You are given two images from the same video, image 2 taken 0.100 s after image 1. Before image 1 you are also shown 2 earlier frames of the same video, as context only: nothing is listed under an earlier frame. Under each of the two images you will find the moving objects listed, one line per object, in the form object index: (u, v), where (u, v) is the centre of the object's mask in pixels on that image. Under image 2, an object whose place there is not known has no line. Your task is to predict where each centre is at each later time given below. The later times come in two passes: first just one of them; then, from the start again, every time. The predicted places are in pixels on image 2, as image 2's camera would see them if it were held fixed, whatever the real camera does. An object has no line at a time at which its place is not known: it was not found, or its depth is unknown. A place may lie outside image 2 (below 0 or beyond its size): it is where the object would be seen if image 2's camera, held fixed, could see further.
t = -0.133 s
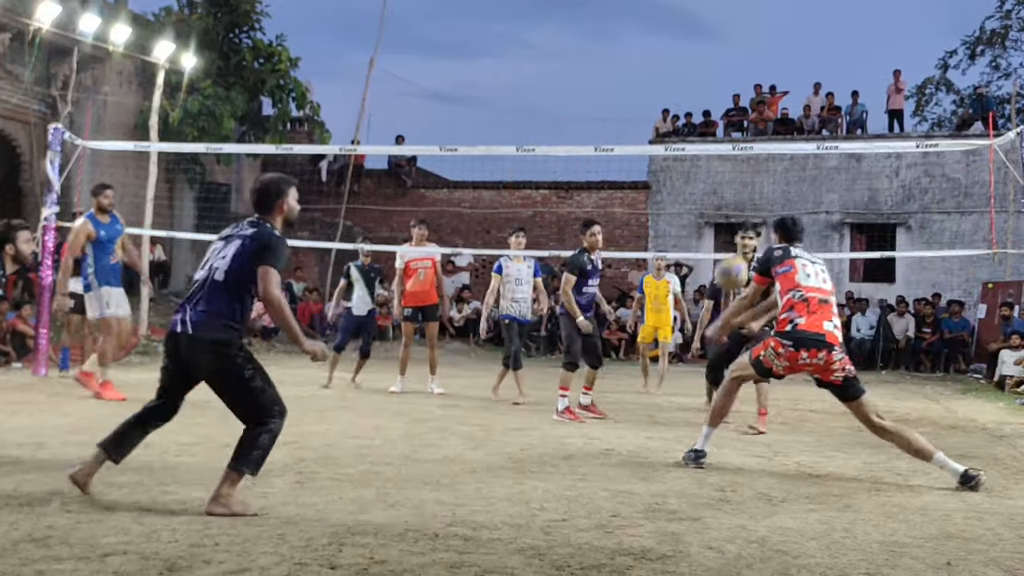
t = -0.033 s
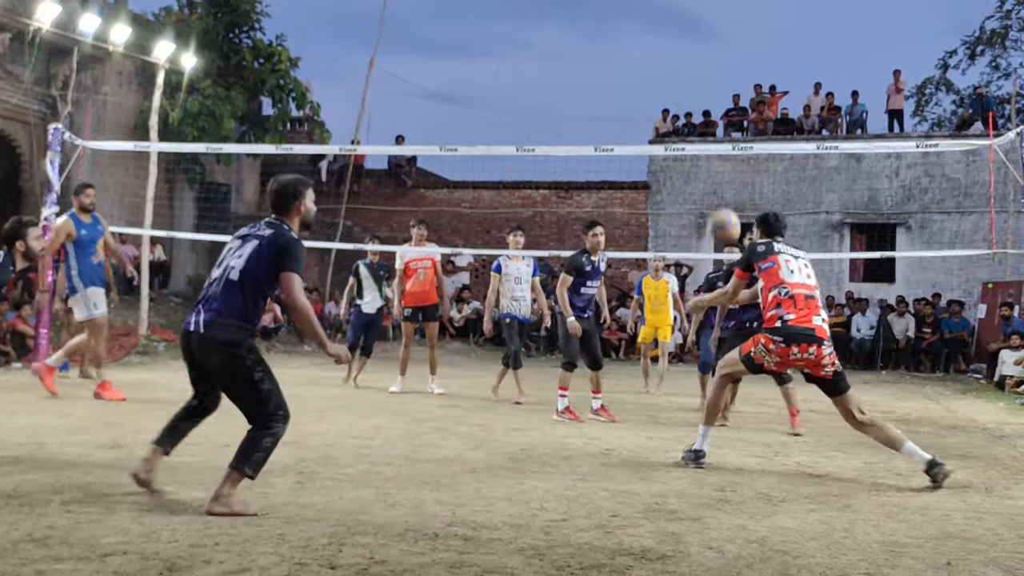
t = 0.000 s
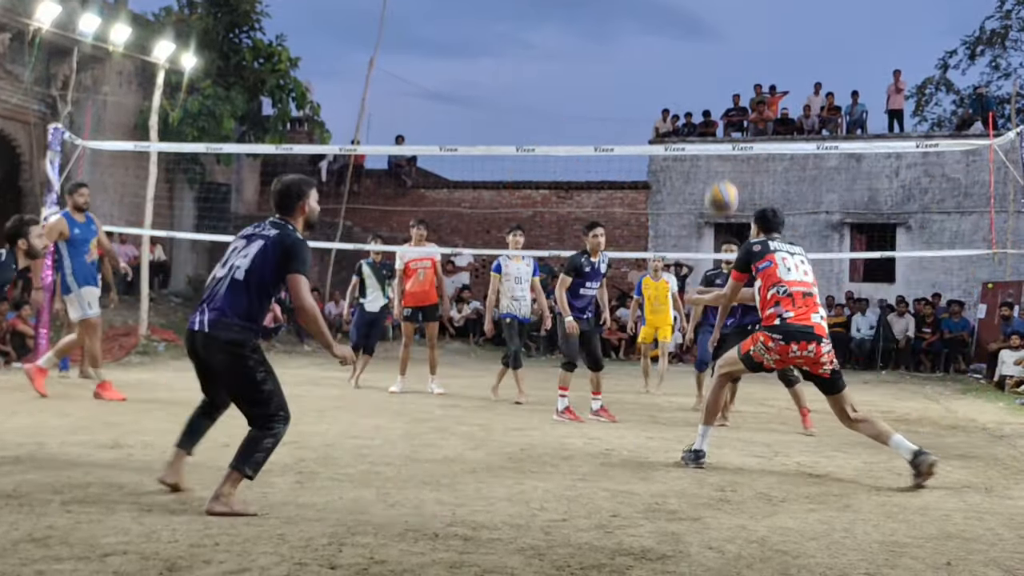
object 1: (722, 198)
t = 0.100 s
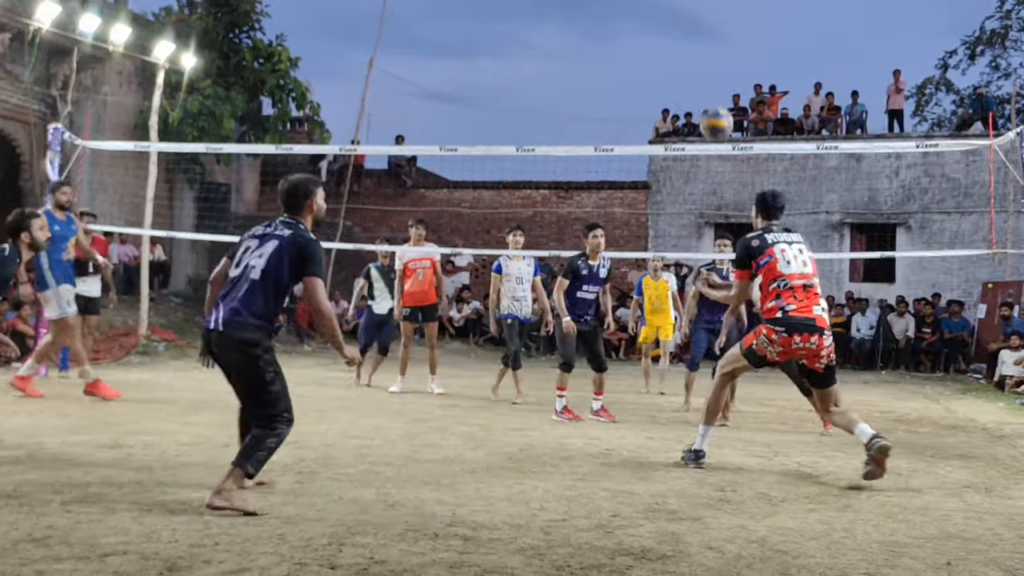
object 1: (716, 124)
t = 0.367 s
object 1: (703, 8)
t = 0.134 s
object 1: (715, 102)
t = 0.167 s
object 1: (713, 82)
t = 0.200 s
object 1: (711, 65)
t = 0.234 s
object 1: (710, 49)
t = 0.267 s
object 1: (708, 35)
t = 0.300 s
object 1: (707, 23)
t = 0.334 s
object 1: (705, 13)
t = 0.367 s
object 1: (703, 8)
